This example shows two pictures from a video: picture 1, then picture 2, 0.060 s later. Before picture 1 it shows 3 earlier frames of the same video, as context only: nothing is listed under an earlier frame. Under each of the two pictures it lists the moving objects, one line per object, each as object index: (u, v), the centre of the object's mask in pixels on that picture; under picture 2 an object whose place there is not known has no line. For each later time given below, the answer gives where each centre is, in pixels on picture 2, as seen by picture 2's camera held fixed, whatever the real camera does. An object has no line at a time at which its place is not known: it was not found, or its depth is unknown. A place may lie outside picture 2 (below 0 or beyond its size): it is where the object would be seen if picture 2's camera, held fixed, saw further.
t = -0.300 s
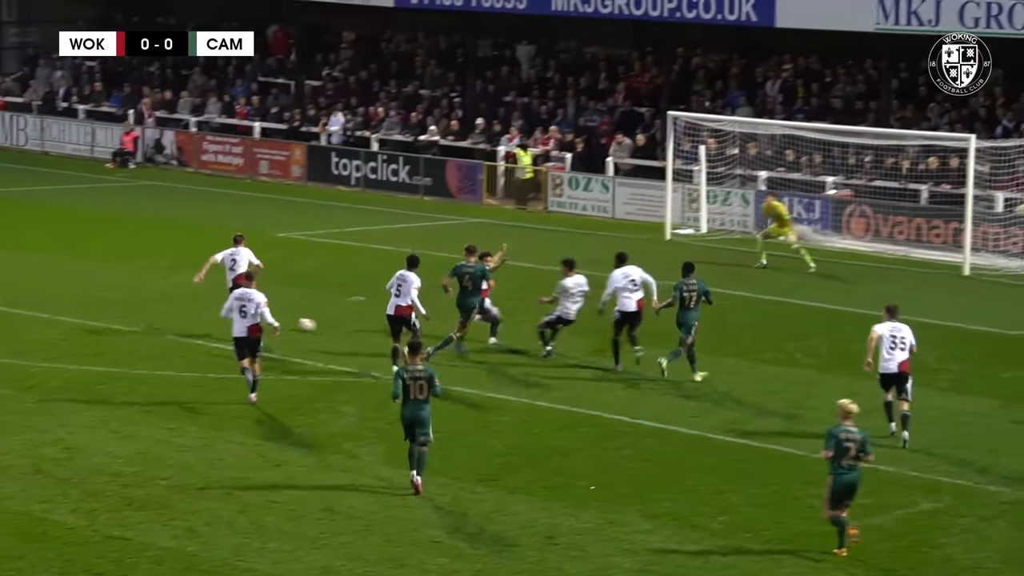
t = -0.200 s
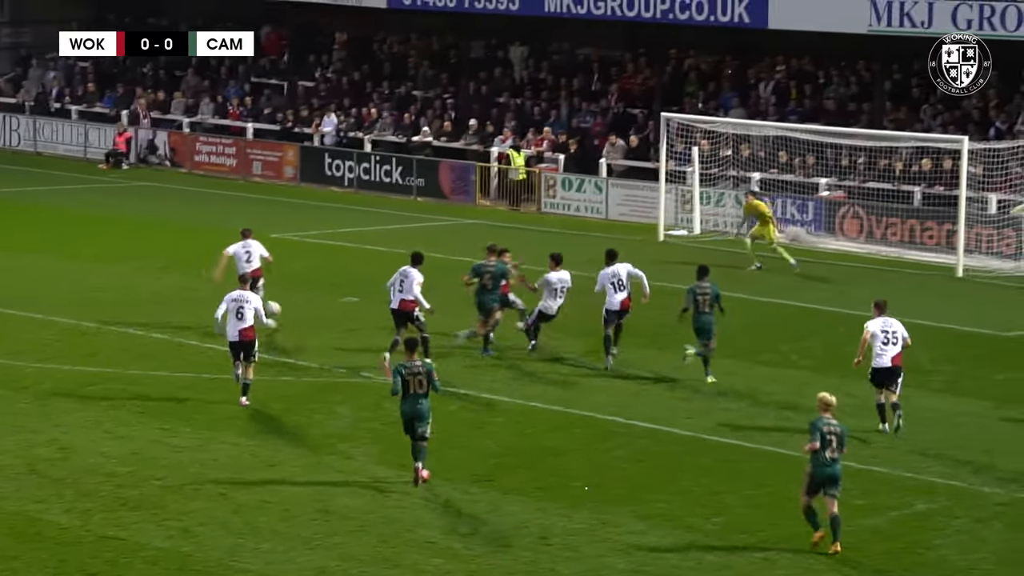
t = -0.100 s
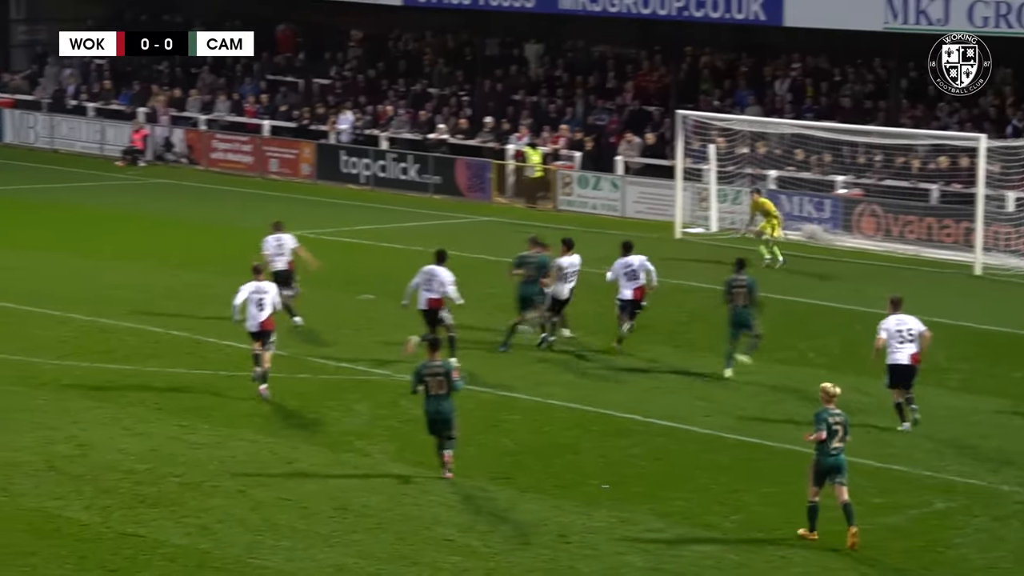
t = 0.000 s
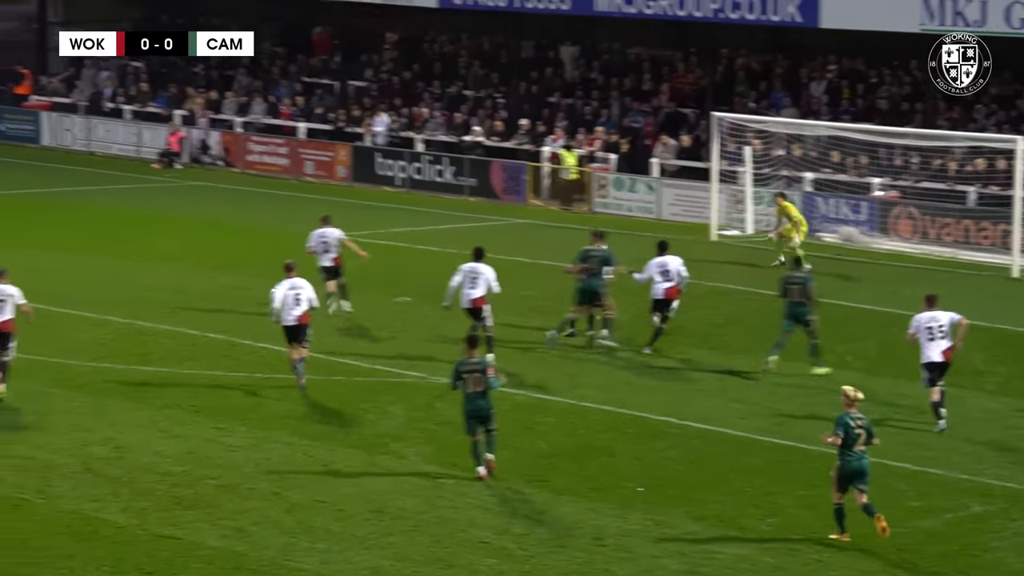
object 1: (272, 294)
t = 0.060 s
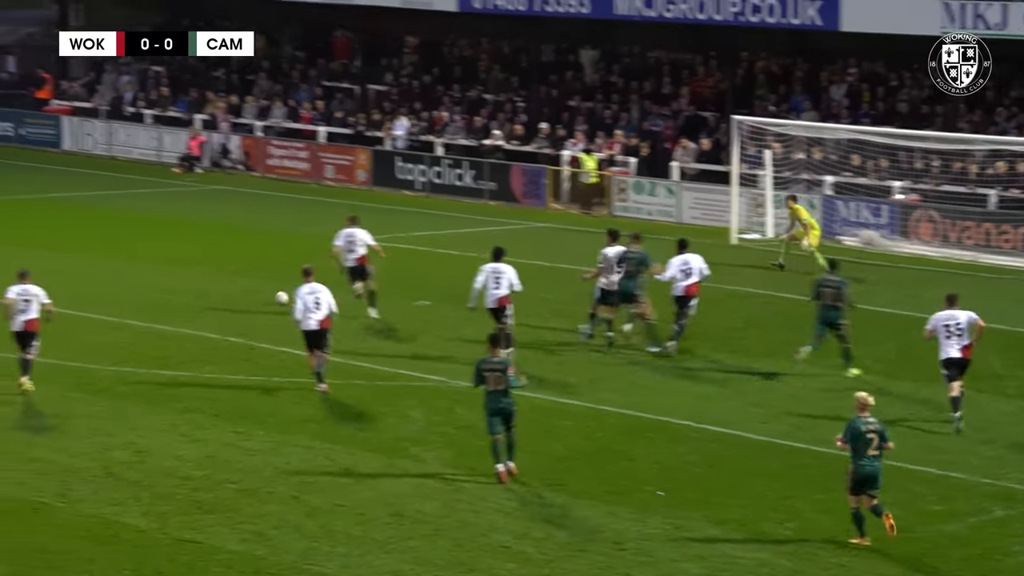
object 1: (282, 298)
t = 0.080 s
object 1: (279, 296)
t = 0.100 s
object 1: (276, 292)
